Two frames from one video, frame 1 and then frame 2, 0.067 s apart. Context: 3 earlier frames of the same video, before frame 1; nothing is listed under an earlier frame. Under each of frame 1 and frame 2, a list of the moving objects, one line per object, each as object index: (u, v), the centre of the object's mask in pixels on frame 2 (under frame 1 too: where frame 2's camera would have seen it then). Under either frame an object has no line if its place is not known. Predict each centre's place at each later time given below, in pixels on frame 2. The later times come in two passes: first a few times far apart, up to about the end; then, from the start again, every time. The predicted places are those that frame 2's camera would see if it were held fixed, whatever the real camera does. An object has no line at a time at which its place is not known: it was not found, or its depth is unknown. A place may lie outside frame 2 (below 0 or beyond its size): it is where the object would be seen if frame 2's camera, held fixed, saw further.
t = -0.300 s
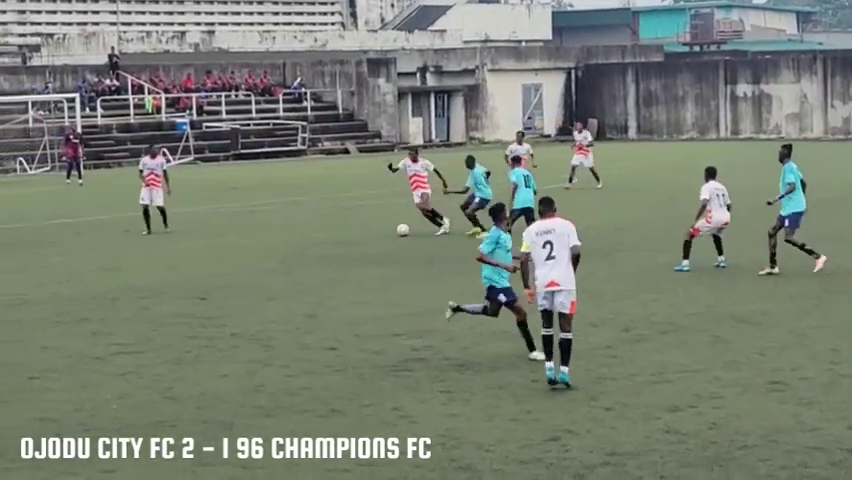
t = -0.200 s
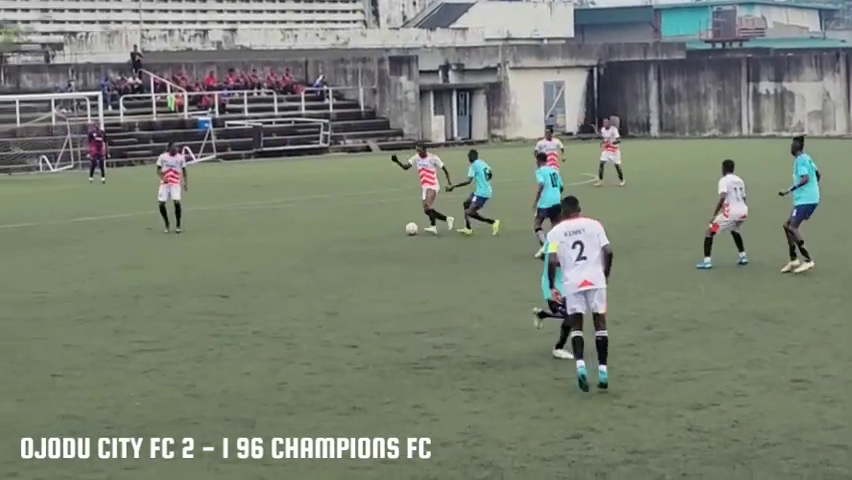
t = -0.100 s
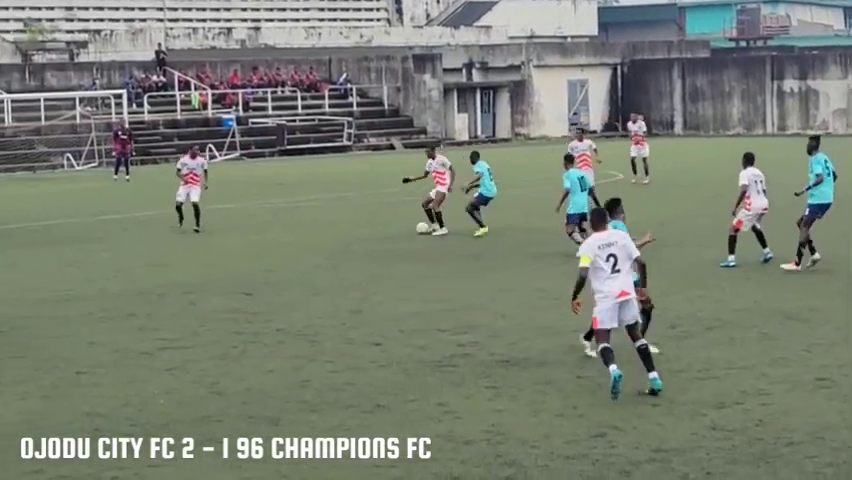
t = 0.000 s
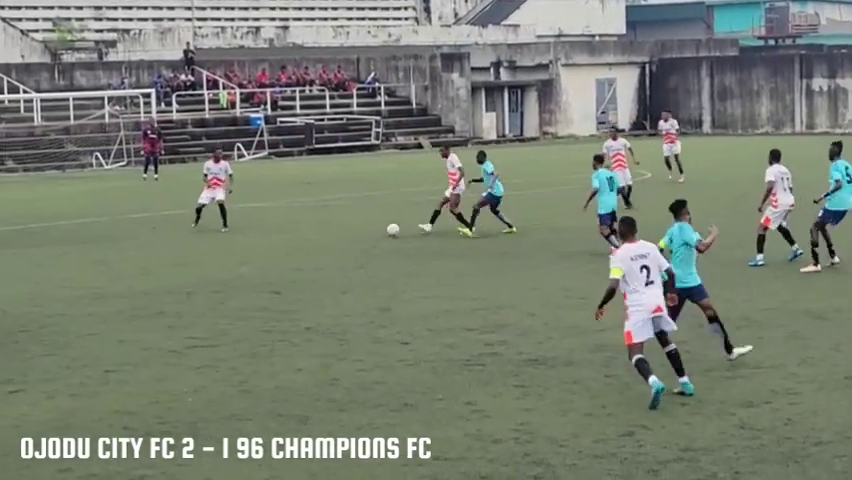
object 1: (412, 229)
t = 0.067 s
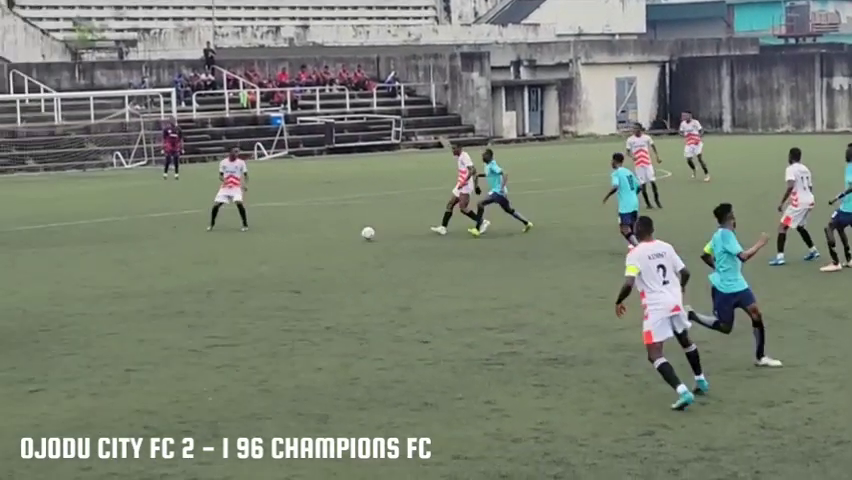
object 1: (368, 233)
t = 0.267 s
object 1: (231, 245)
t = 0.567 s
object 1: (25, 258)
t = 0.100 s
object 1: (345, 236)
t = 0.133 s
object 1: (322, 238)
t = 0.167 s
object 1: (300, 239)
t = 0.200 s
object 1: (277, 240)
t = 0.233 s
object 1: (254, 243)
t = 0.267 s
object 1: (231, 245)
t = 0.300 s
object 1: (210, 245)
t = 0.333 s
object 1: (187, 245)
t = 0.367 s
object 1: (165, 246)
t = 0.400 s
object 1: (142, 248)
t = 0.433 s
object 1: (119, 250)
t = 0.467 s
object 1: (95, 253)
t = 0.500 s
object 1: (71, 257)
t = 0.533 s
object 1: (48, 259)
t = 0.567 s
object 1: (25, 258)
